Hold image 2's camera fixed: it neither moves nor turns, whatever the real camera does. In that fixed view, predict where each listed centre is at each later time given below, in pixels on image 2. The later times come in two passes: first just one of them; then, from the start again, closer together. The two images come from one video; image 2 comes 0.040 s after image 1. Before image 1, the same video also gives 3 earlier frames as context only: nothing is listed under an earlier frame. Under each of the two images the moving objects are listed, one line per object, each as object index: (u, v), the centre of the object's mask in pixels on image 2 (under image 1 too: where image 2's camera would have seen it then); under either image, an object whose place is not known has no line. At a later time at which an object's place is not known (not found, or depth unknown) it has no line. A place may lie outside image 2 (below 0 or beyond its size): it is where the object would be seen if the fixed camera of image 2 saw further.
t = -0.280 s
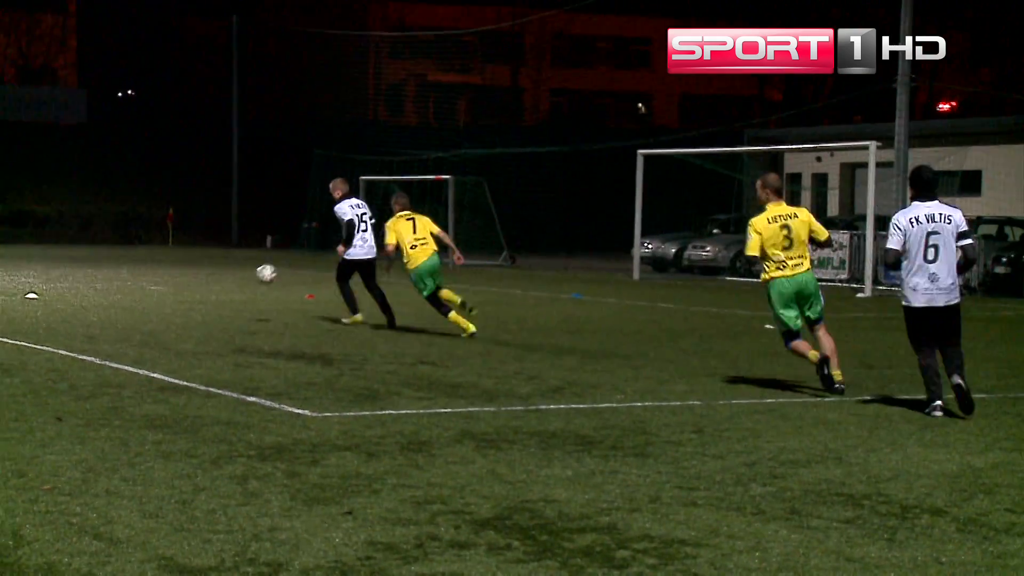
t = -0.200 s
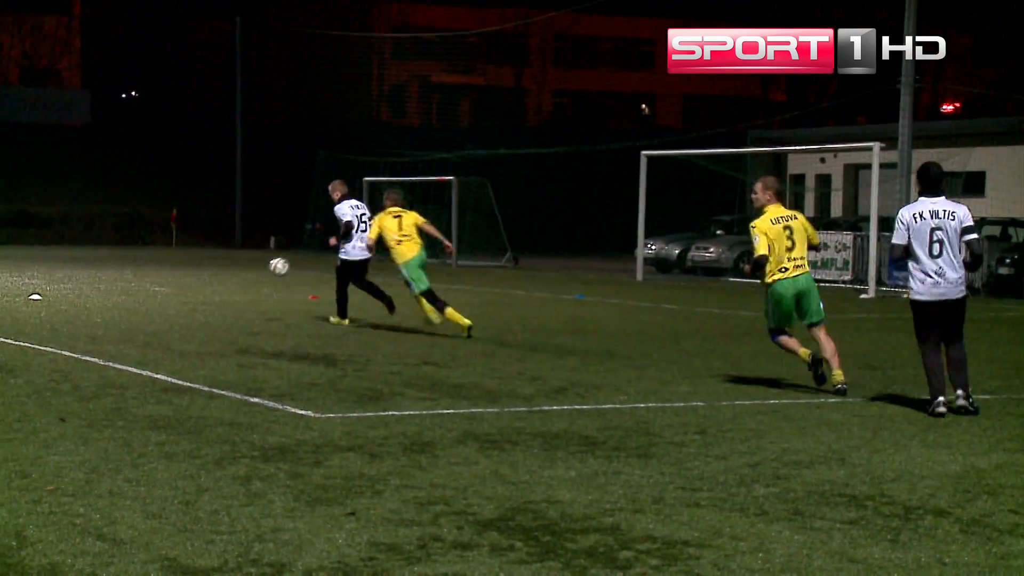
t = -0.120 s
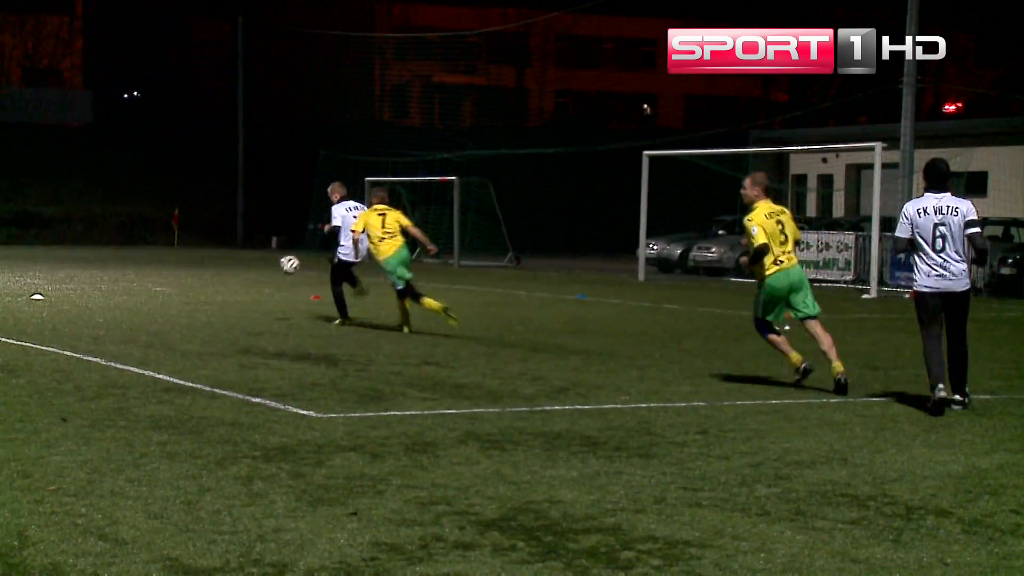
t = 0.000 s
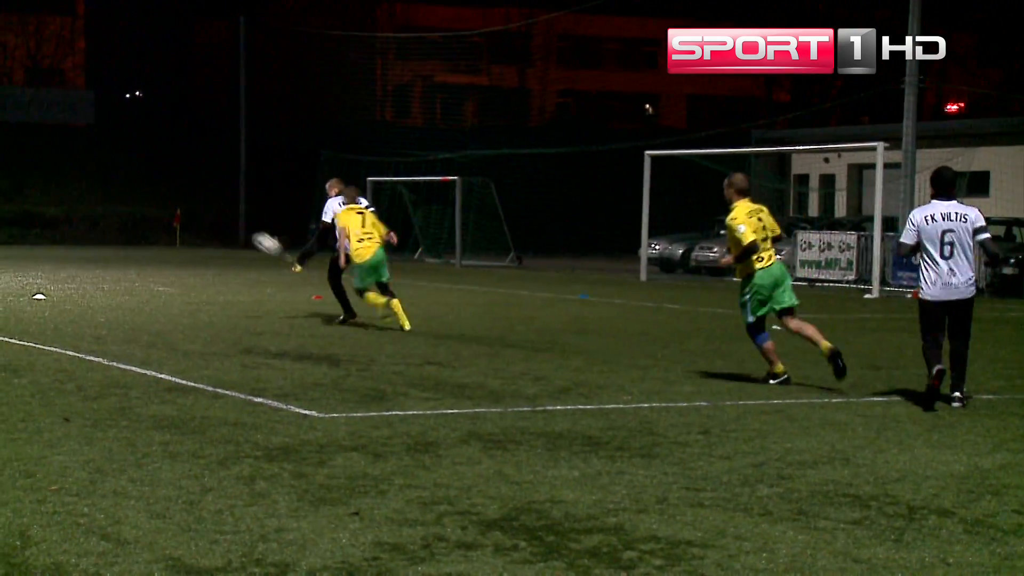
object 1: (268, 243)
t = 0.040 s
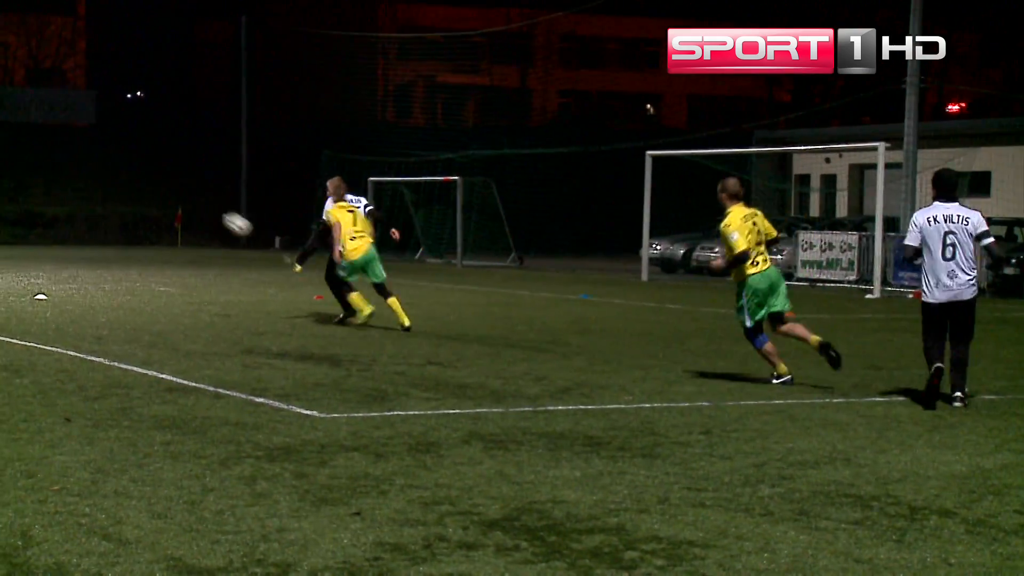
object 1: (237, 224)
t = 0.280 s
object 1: (41, 127)
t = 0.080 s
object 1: (206, 205)
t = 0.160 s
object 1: (141, 170)
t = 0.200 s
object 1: (108, 154)
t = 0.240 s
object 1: (75, 140)
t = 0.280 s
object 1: (41, 127)
